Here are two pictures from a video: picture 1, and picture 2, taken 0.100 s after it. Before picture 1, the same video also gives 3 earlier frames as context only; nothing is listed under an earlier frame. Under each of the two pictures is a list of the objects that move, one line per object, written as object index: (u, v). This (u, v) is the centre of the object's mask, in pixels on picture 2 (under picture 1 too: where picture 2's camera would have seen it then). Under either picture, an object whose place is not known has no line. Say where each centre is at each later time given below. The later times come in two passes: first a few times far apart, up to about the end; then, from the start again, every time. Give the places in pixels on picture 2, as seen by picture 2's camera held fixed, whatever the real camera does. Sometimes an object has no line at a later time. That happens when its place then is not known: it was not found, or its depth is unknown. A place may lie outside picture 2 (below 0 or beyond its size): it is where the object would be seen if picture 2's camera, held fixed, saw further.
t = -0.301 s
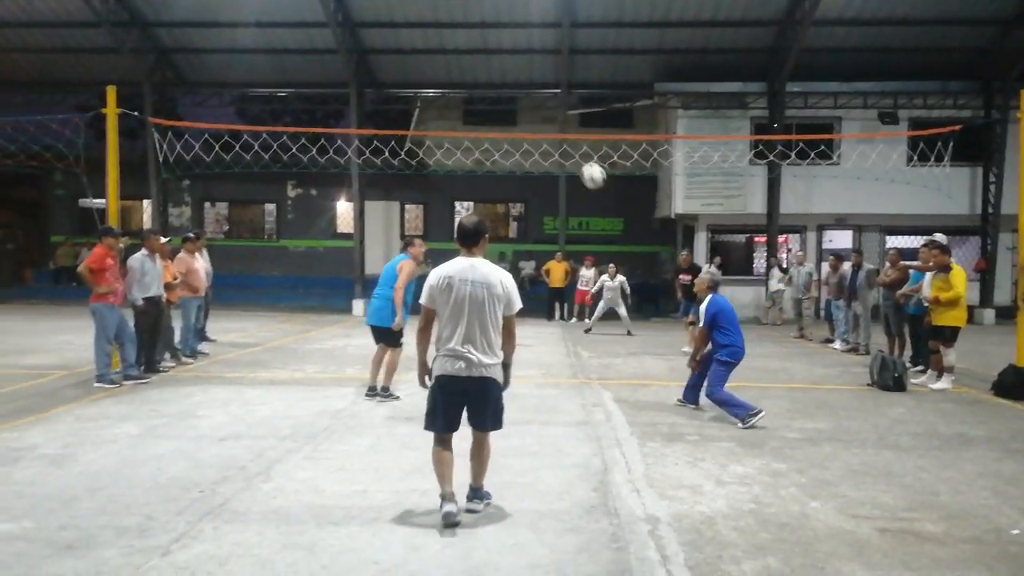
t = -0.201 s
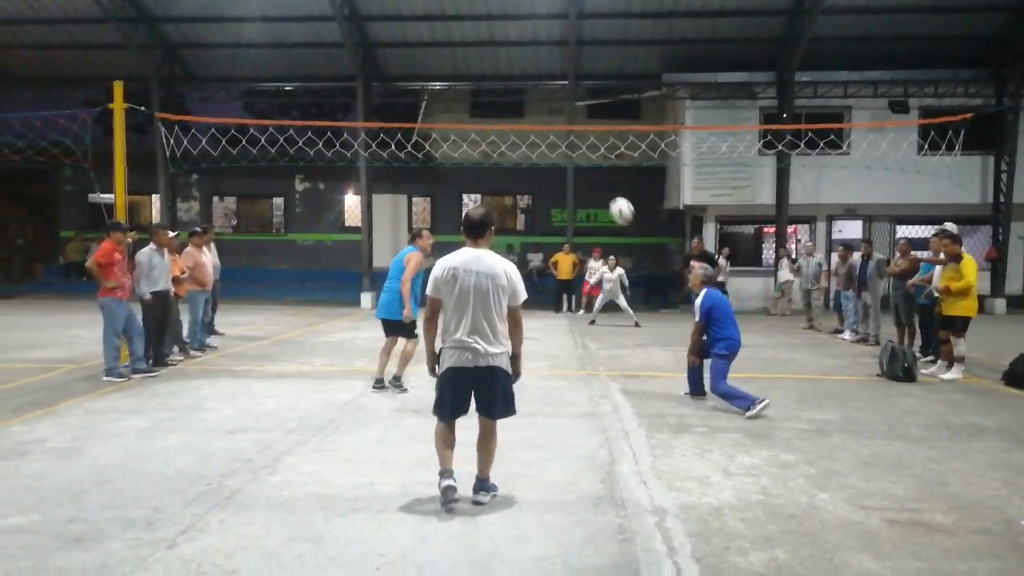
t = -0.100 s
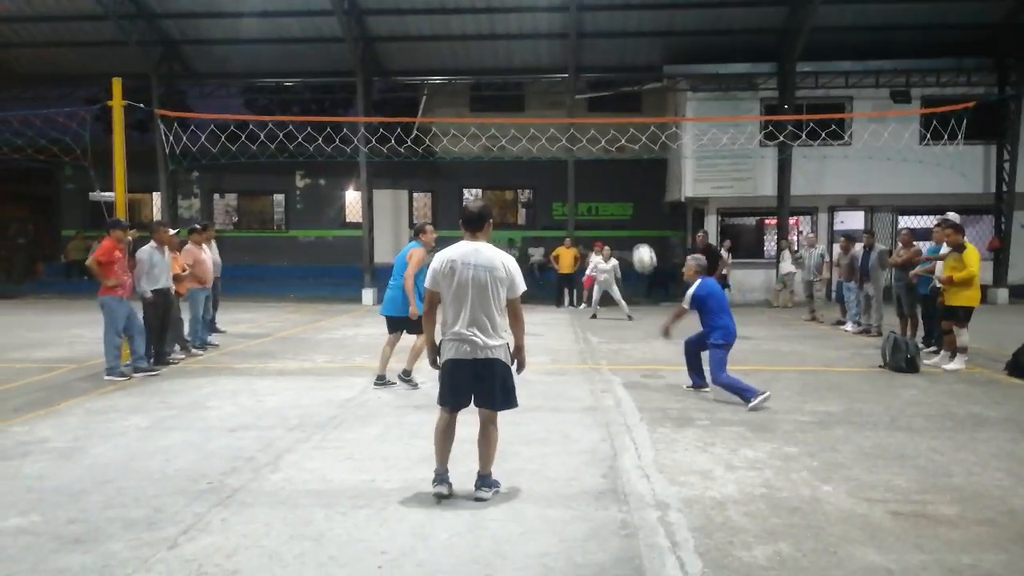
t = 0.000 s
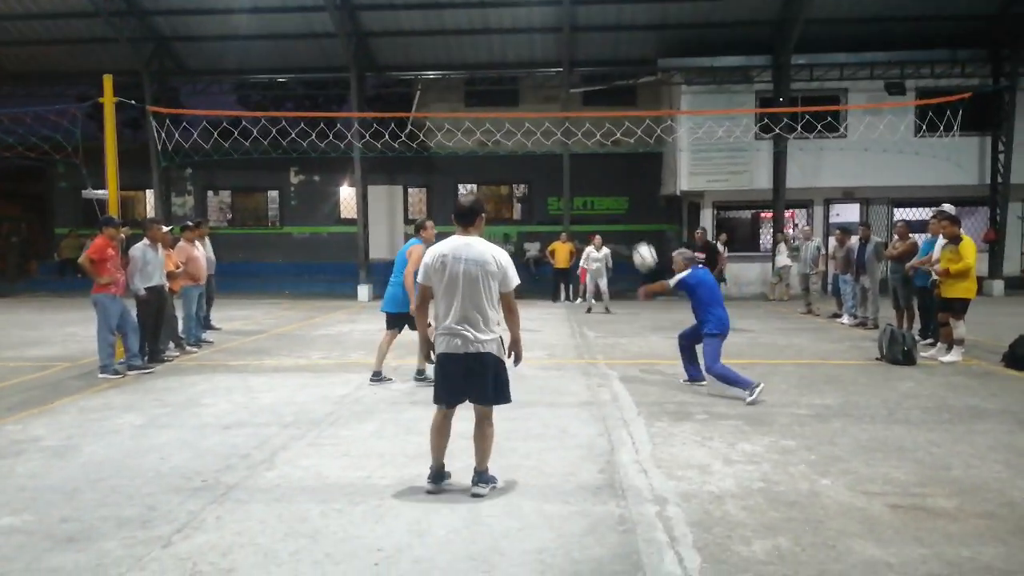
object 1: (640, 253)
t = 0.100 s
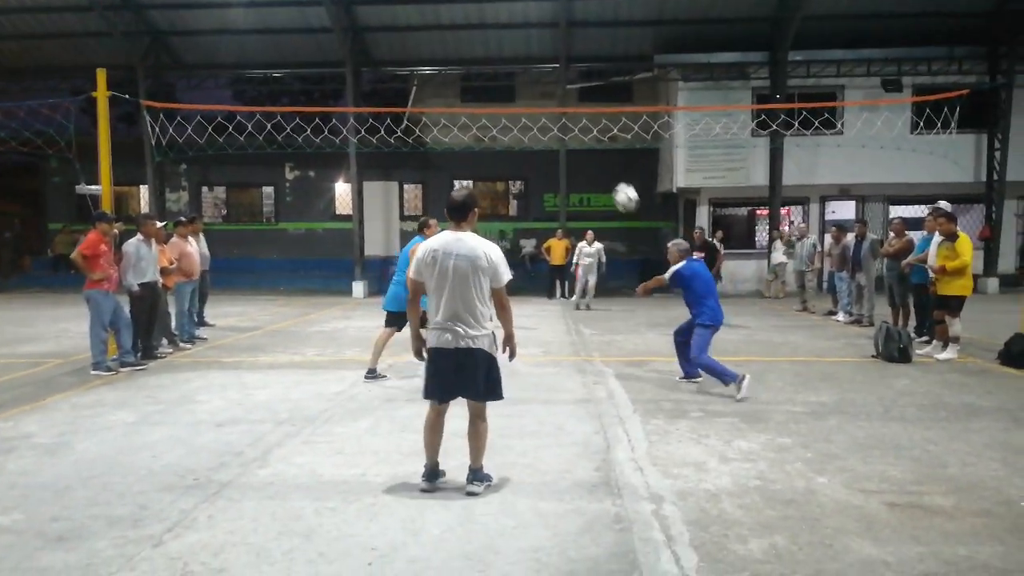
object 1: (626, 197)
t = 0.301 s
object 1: (595, 107)
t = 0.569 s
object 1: (552, 52)
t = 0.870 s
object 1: (498, 86)
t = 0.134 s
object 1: (621, 180)
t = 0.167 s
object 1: (616, 163)
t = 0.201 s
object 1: (611, 148)
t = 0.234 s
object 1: (605, 132)
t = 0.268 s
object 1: (600, 119)
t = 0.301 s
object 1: (595, 107)
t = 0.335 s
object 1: (590, 95)
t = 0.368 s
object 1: (584, 87)
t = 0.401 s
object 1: (579, 78)
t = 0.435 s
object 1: (573, 70)
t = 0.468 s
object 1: (568, 63)
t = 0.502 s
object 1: (563, 58)
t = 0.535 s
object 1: (557, 54)
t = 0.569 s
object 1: (552, 52)
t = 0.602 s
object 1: (546, 50)
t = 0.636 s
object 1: (540, 50)
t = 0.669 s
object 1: (534, 51)
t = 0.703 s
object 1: (528, 54)
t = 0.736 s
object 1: (522, 58)
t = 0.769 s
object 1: (516, 62)
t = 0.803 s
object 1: (510, 69)
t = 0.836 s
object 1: (504, 77)
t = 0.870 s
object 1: (498, 86)
